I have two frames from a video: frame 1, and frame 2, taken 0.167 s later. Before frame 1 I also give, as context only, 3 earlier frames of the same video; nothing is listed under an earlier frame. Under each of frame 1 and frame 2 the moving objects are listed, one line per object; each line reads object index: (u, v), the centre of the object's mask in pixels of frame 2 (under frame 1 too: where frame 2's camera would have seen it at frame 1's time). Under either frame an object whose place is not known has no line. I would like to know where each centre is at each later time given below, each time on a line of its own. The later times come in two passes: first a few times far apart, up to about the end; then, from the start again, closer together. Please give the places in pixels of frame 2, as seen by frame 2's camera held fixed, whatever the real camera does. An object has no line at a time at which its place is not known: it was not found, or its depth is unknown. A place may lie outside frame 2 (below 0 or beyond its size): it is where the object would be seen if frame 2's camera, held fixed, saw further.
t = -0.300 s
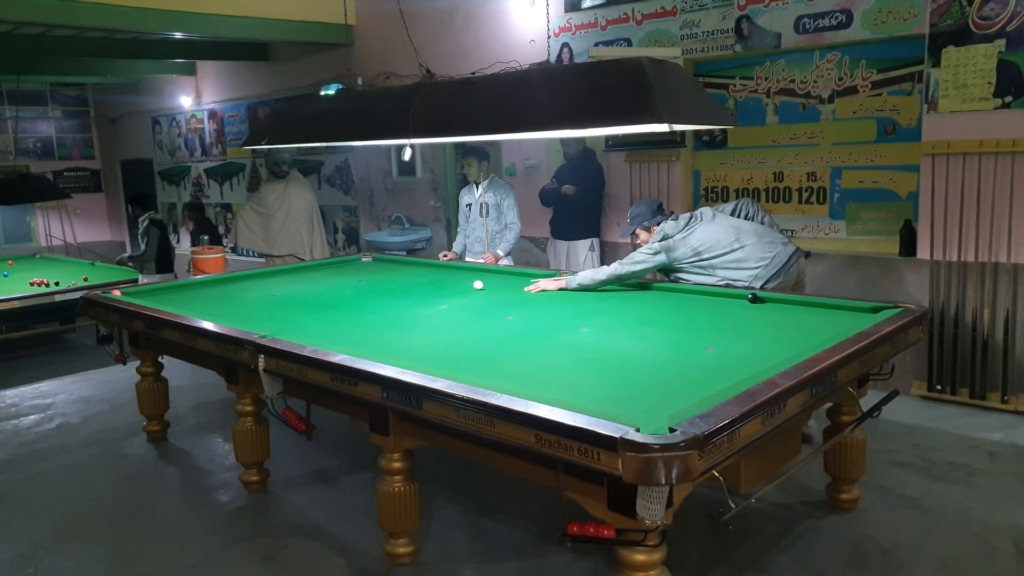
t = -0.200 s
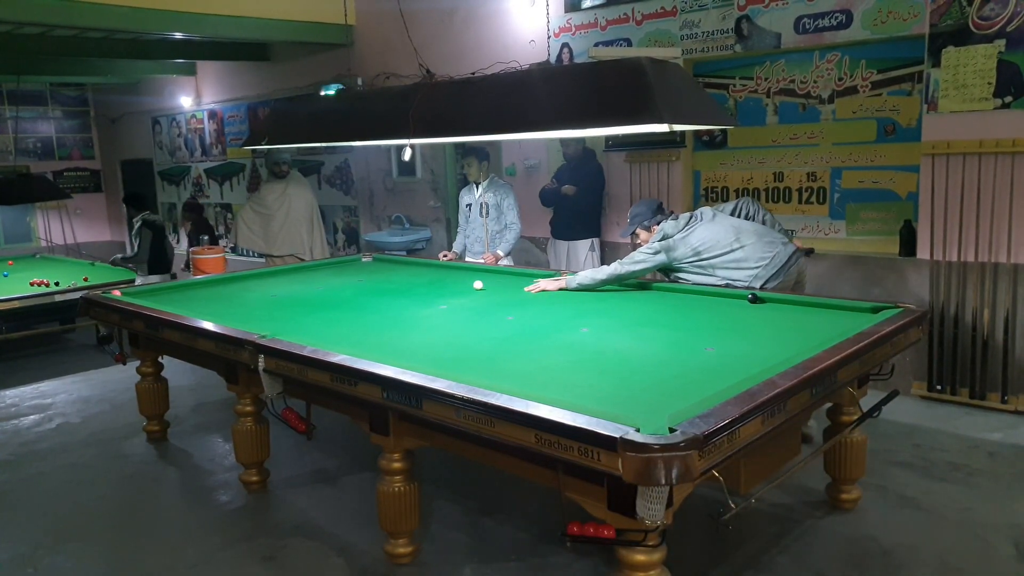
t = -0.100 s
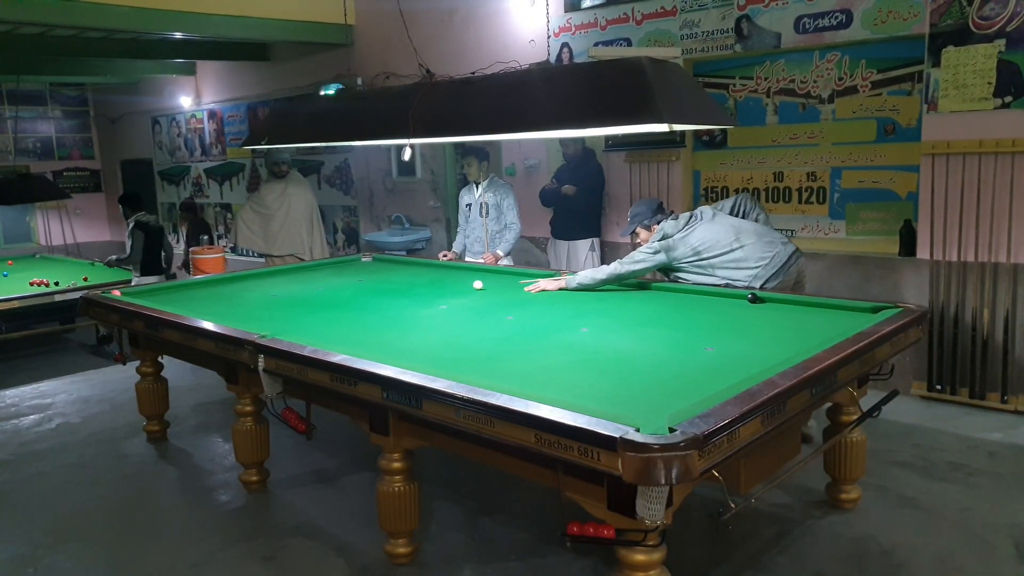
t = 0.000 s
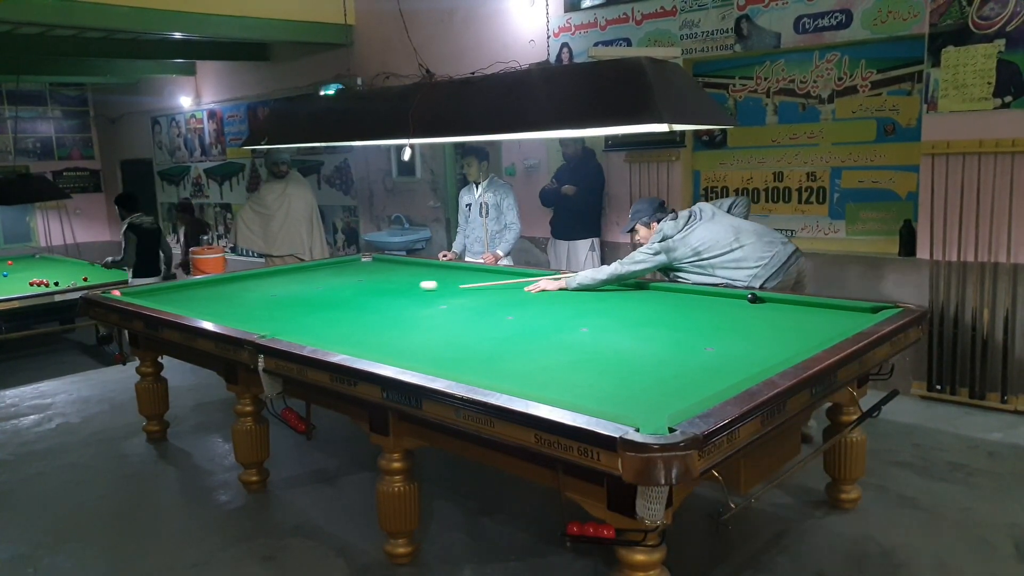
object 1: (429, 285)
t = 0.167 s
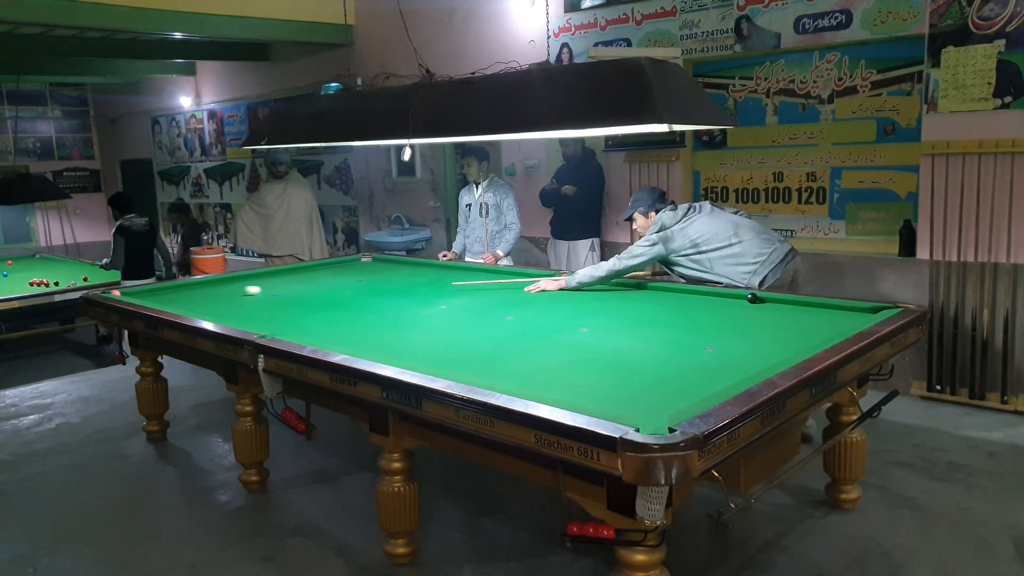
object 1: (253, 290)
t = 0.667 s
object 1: (154, 301)
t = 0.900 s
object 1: (172, 305)
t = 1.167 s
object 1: (201, 310)
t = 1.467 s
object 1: (234, 315)
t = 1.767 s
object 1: (269, 319)
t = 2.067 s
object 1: (305, 324)
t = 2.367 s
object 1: (341, 328)
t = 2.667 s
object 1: (379, 333)
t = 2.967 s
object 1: (415, 337)
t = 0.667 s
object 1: (154, 301)
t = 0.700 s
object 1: (155, 301)
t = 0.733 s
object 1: (156, 302)
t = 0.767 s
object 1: (158, 303)
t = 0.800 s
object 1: (161, 303)
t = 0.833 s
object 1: (165, 304)
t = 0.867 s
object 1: (168, 304)
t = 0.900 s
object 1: (172, 305)
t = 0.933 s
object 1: (176, 306)
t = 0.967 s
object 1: (179, 306)
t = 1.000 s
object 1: (183, 307)
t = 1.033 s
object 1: (186, 307)
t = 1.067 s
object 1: (190, 308)
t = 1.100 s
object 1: (193, 308)
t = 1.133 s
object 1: (197, 309)
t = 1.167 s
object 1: (201, 310)
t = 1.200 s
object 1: (204, 310)
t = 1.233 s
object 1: (208, 311)
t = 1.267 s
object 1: (212, 311)
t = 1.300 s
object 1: (215, 312)
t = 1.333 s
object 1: (219, 313)
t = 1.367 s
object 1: (223, 313)
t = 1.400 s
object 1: (226, 314)
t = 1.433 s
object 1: (230, 314)
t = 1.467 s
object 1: (234, 315)
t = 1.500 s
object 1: (237, 315)
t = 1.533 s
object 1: (241, 316)
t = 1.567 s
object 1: (245, 317)
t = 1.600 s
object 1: (249, 317)
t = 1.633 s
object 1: (253, 317)
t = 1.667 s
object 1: (257, 318)
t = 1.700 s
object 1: (261, 318)
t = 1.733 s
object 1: (265, 319)
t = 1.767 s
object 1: (269, 319)
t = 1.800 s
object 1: (273, 320)
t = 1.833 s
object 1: (276, 320)
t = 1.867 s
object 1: (280, 321)
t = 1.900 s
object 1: (285, 321)
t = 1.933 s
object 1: (289, 322)
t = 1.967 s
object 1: (293, 322)
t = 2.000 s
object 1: (297, 323)
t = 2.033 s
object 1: (301, 323)
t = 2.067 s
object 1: (305, 324)
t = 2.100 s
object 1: (309, 324)
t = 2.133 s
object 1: (313, 325)
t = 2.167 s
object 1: (317, 325)
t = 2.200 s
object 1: (321, 326)
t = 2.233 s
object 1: (325, 326)
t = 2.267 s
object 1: (329, 327)
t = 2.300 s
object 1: (333, 327)
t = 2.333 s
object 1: (337, 328)
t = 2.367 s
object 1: (341, 328)
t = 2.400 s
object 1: (346, 329)
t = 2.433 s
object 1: (350, 329)
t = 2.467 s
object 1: (354, 330)
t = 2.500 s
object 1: (358, 330)
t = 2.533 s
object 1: (362, 331)
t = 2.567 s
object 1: (366, 331)
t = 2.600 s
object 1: (370, 332)
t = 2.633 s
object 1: (374, 332)
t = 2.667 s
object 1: (379, 333)
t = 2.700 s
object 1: (382, 333)
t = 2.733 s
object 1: (387, 334)
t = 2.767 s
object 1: (391, 334)
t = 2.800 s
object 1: (395, 335)
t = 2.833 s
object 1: (399, 335)
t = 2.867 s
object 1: (403, 336)
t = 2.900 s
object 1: (407, 336)
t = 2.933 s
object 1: (411, 337)
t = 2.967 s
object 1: (415, 337)
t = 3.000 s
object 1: (419, 338)
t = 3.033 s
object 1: (423, 338)
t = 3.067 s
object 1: (428, 339)
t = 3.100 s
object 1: (432, 339)
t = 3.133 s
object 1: (436, 340)
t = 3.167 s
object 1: (440, 340)
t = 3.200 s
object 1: (444, 340)
